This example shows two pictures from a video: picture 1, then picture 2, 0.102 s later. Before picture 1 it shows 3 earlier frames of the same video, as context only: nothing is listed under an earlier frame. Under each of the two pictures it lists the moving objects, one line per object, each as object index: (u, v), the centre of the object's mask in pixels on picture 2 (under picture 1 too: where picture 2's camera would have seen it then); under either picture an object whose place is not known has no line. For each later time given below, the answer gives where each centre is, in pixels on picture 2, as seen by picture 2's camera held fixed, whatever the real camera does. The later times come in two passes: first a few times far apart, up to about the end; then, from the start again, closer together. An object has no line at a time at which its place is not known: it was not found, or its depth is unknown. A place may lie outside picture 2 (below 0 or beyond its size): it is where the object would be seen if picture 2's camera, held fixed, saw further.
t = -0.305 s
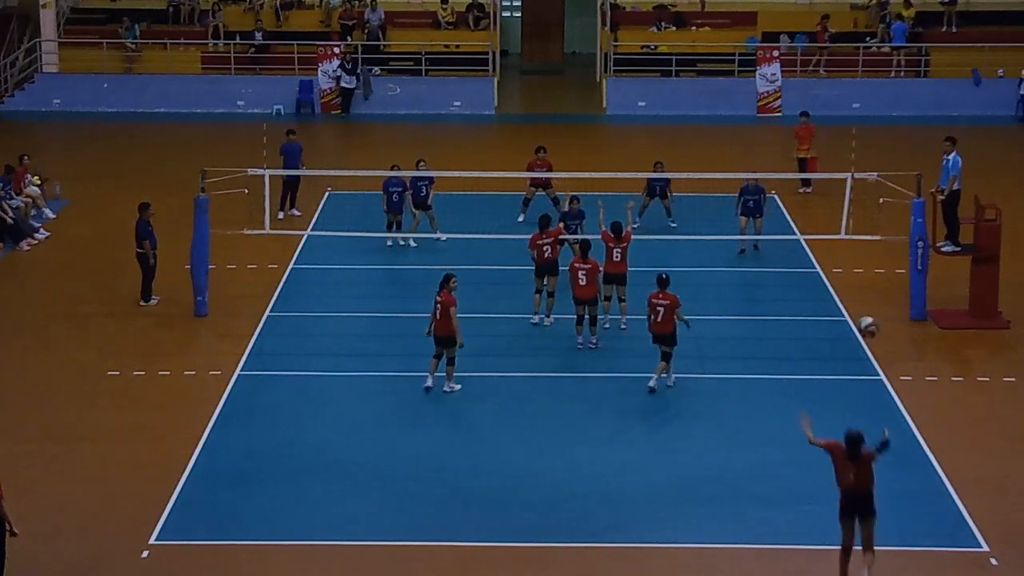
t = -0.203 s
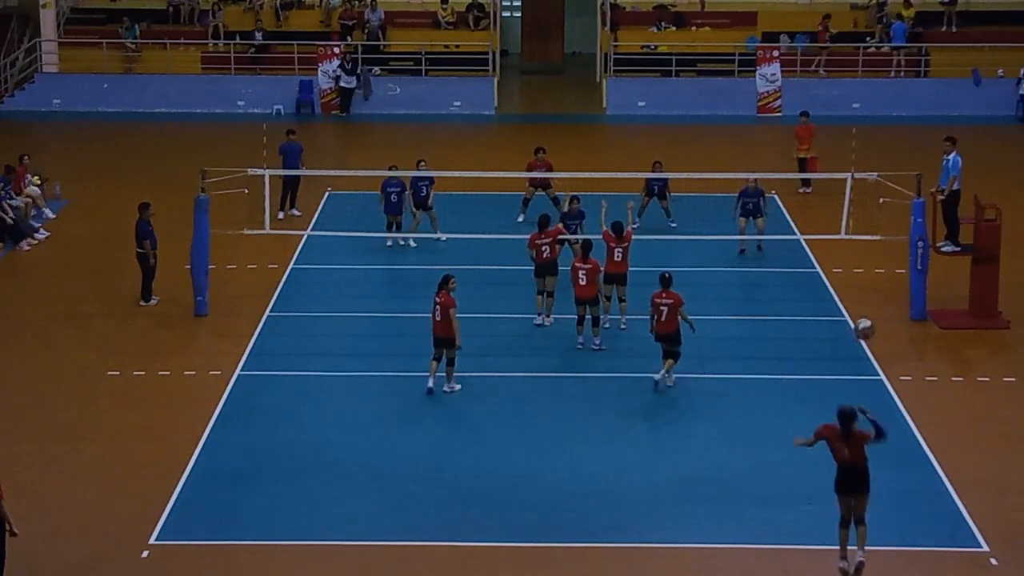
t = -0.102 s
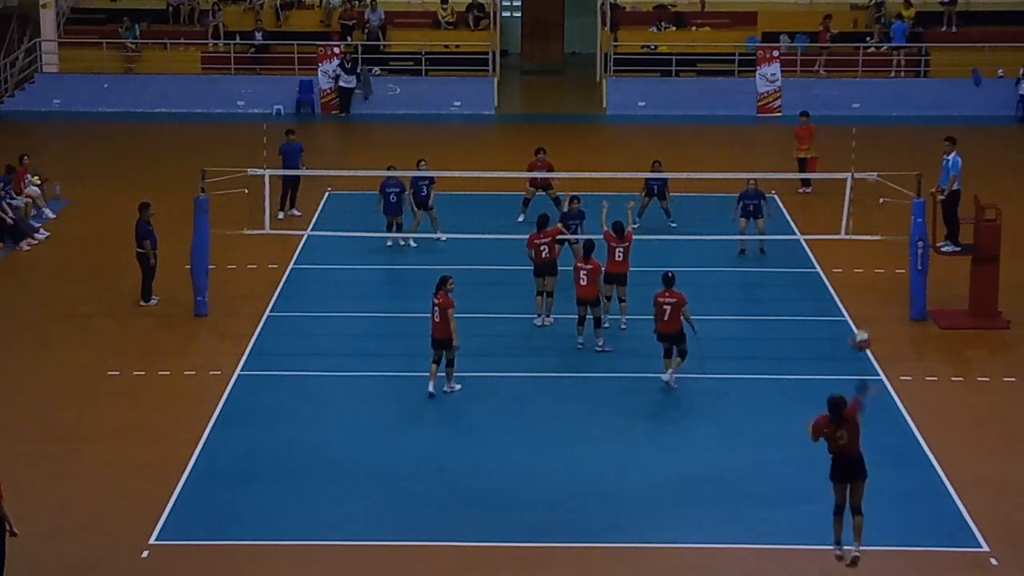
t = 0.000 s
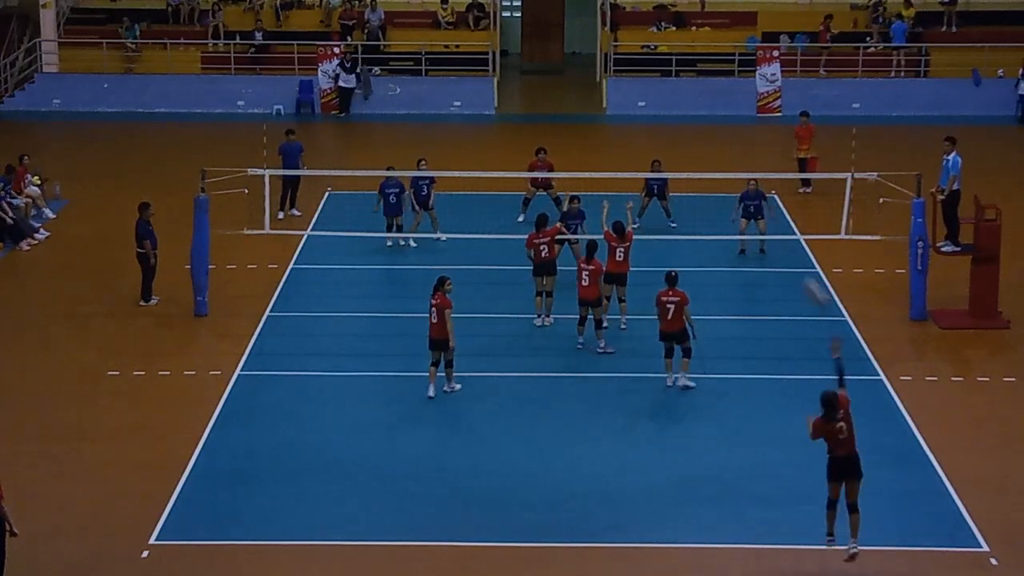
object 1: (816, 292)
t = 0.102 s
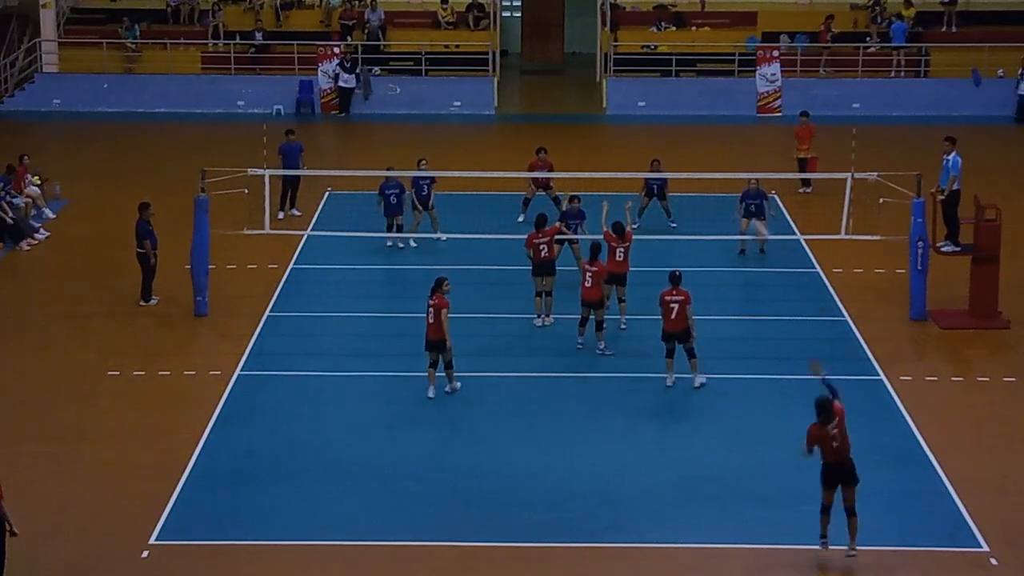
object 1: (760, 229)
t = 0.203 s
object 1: (714, 186)
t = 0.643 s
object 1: (586, 118)
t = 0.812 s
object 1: (559, 130)
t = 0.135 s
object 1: (742, 212)
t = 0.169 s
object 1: (727, 198)
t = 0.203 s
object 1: (714, 186)
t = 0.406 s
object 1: (643, 133)
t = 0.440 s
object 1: (633, 129)
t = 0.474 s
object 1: (624, 125)
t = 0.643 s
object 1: (586, 118)
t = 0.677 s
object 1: (580, 119)
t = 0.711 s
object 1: (574, 120)
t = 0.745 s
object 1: (568, 122)
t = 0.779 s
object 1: (563, 126)
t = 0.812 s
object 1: (559, 130)
